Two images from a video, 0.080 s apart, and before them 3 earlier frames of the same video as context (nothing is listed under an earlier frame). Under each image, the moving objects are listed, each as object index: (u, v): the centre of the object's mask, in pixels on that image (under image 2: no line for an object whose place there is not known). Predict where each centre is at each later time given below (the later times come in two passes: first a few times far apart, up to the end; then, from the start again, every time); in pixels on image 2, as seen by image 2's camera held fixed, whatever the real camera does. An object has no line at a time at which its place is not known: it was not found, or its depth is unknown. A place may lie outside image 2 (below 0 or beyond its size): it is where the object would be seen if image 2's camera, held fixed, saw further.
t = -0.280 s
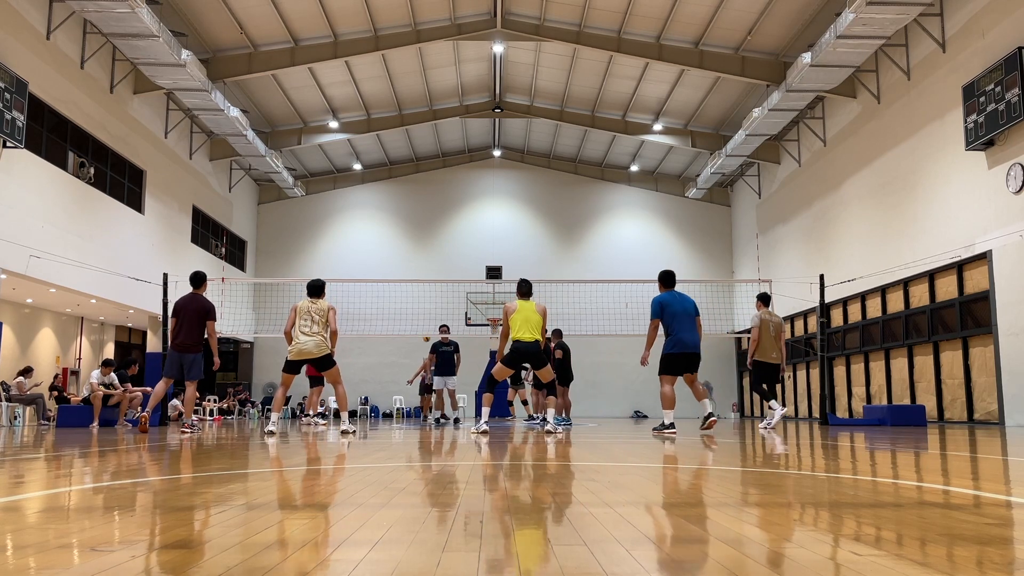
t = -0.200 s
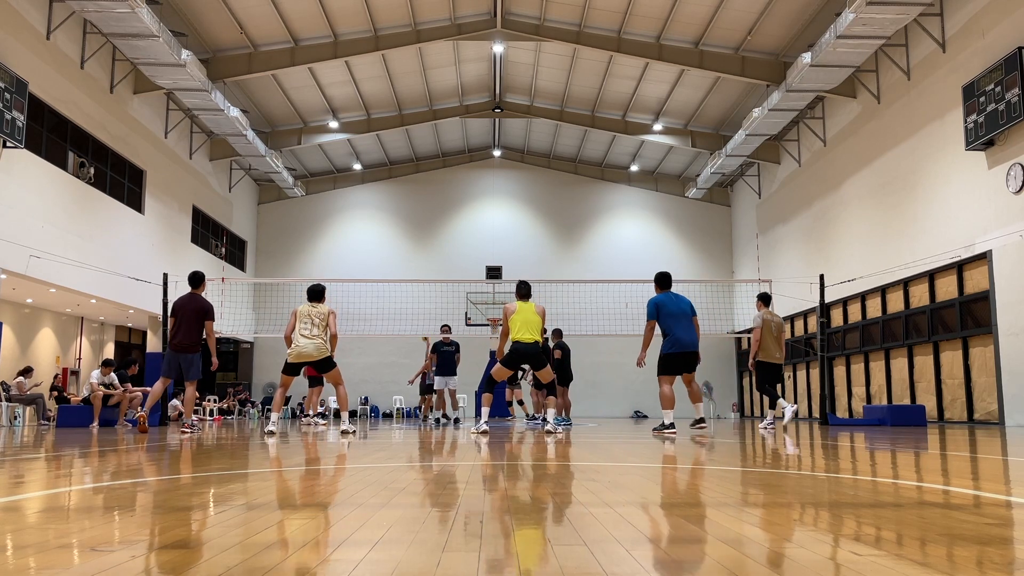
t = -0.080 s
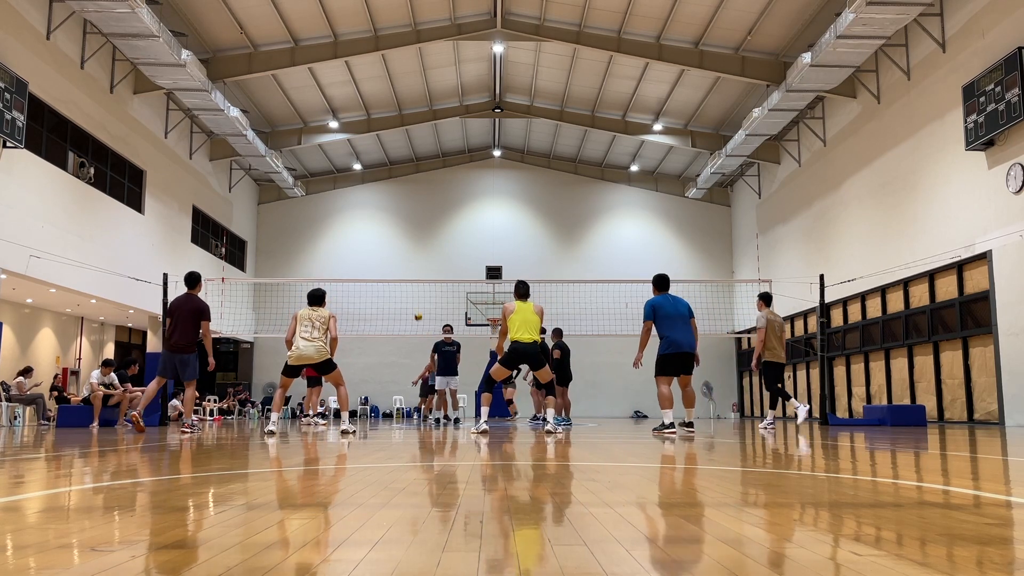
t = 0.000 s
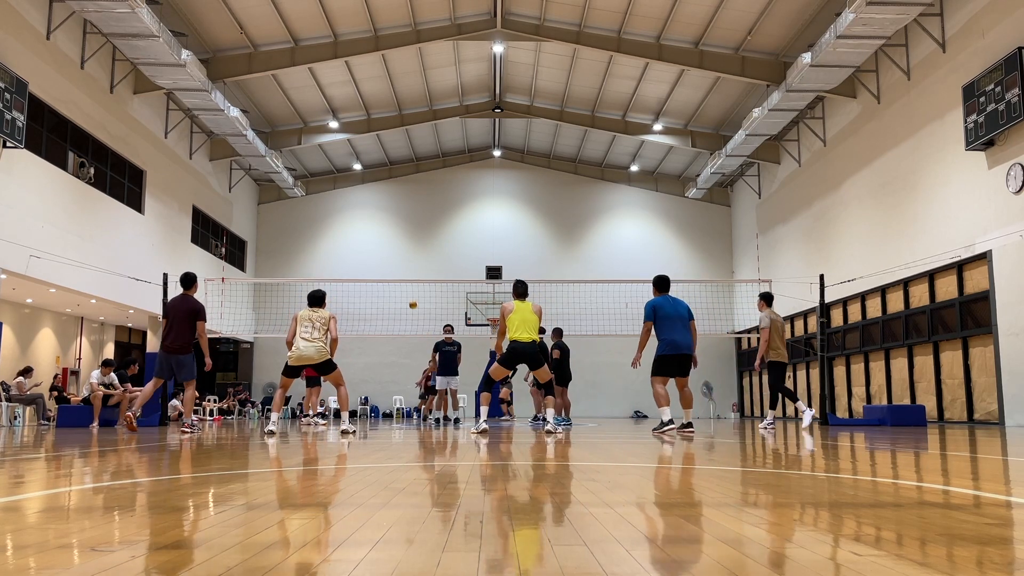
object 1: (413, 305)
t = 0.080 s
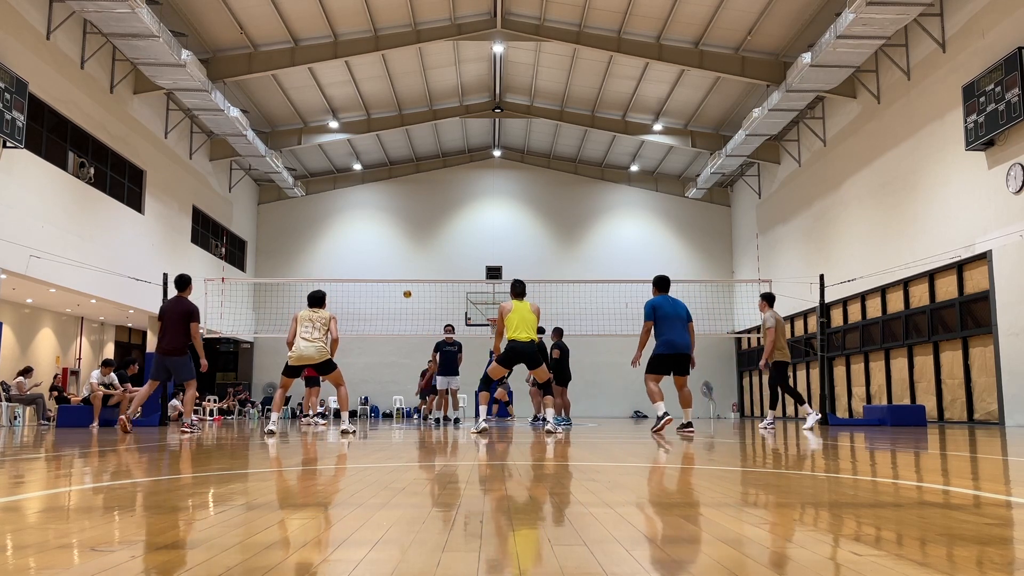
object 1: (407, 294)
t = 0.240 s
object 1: (393, 277)
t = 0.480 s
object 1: (366, 268)
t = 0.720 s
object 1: (335, 275)
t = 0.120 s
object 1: (404, 289)
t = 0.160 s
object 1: (400, 286)
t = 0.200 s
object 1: (397, 281)
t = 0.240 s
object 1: (393, 277)
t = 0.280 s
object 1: (389, 275)
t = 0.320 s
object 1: (384, 272)
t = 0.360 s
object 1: (380, 270)
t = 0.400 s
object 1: (375, 269)
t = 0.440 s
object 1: (371, 268)
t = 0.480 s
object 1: (366, 268)
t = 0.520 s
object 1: (360, 268)
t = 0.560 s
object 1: (354, 270)
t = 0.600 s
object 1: (349, 273)
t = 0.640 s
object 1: (343, 275)
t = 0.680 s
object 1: (339, 275)
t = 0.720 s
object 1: (335, 275)
